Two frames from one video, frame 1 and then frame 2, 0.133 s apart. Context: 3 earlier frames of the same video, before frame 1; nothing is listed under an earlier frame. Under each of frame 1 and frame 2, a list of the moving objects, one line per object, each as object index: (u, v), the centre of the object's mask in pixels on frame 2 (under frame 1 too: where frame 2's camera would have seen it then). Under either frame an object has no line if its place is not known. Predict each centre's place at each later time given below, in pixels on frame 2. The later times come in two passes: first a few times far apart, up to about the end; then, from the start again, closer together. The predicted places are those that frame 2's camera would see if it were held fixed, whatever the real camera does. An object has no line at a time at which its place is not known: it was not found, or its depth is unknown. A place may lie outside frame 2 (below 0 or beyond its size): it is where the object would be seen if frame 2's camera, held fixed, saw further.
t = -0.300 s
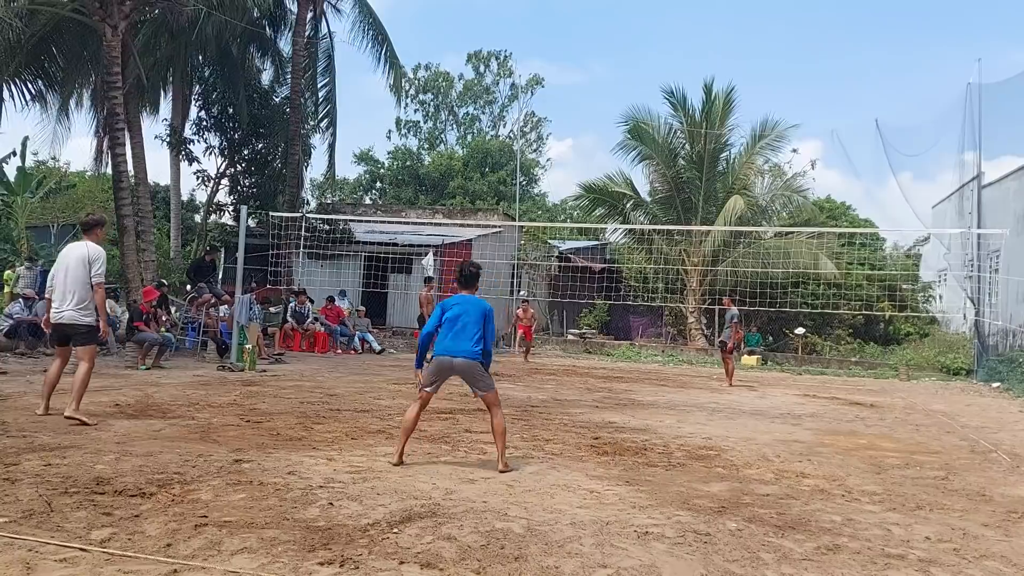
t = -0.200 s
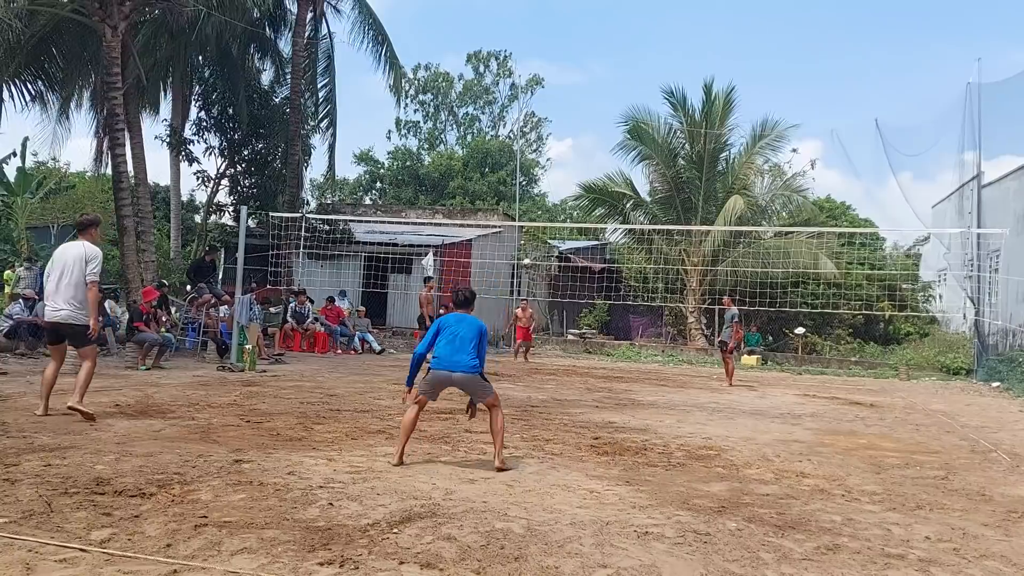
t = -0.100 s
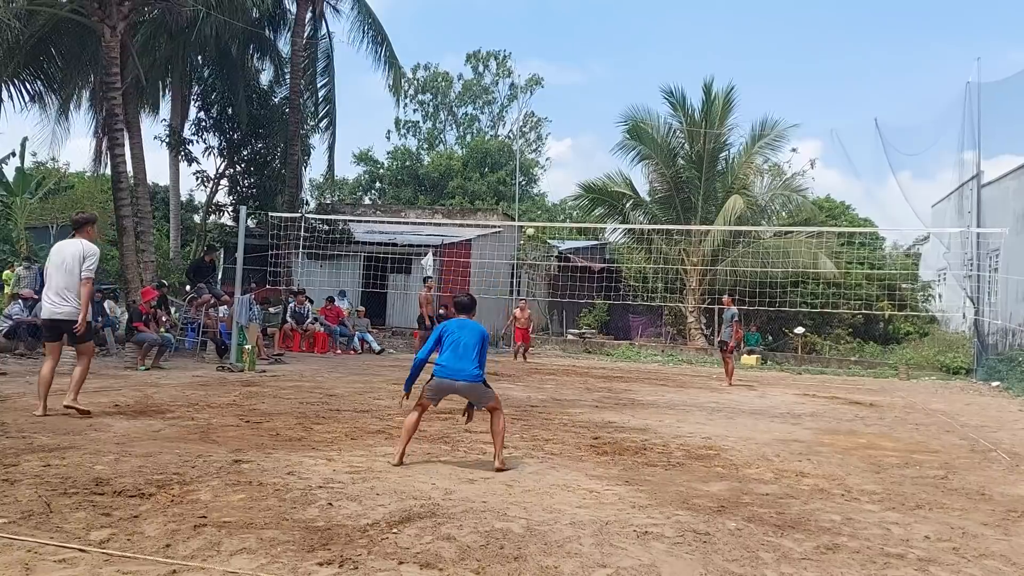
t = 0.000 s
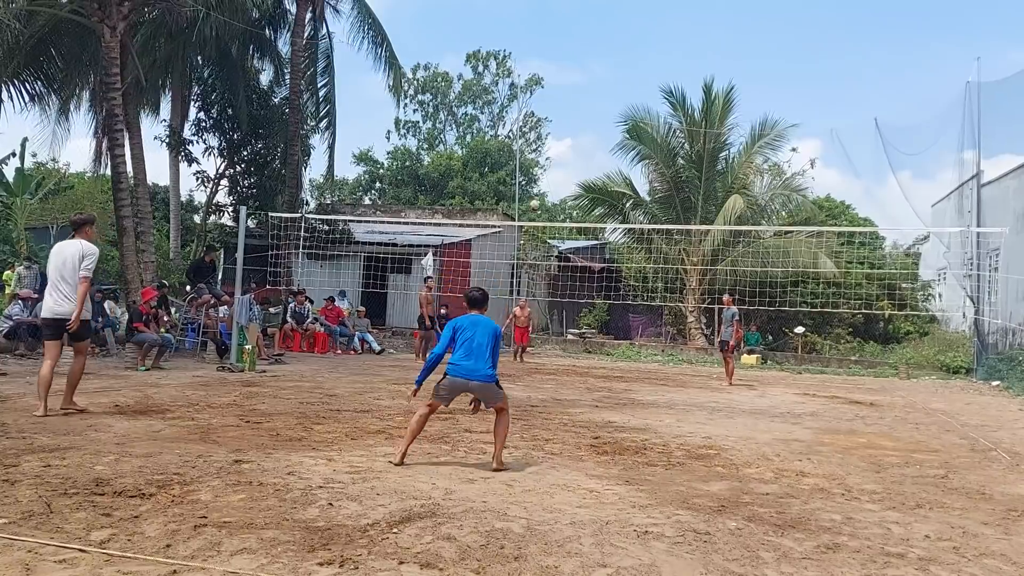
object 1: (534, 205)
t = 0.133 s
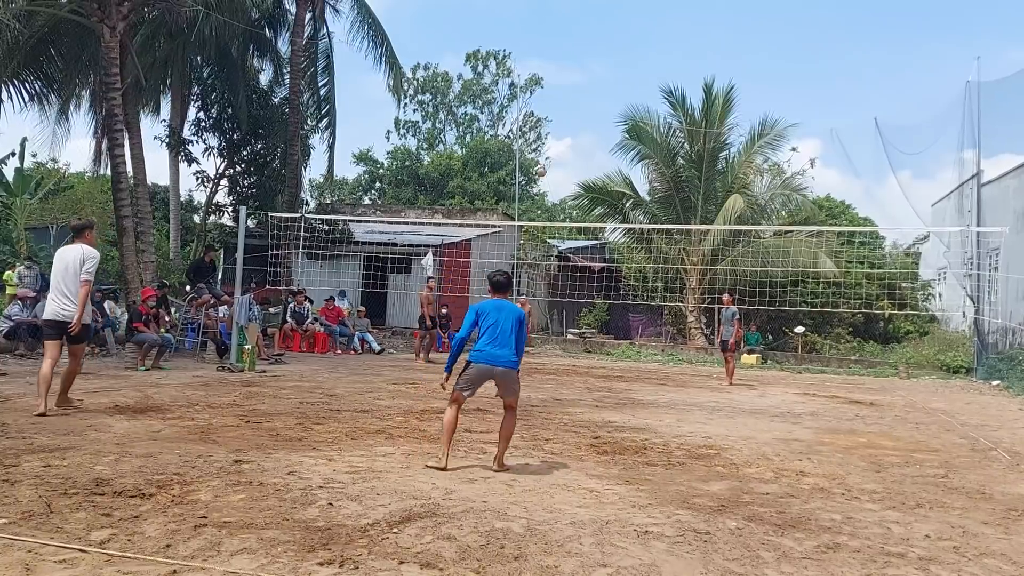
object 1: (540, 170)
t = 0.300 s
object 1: (549, 135)
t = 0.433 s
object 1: (556, 113)
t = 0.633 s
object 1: (567, 99)
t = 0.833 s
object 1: (581, 126)
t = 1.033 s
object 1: (601, 219)
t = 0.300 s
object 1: (549, 135)
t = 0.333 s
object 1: (550, 128)
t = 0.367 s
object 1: (552, 123)
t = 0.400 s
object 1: (554, 117)
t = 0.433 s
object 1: (556, 113)
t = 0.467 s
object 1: (558, 109)
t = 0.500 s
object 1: (560, 105)
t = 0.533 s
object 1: (561, 101)
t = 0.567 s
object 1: (563, 99)
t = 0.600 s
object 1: (565, 99)
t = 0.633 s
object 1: (567, 99)
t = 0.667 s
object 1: (569, 101)
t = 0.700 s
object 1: (572, 103)
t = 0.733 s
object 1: (574, 107)
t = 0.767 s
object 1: (576, 112)
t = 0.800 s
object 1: (579, 118)
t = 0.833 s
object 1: (581, 126)
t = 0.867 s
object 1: (584, 136)
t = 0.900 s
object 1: (587, 148)
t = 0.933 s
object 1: (590, 162)
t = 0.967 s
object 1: (594, 178)
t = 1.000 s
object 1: (597, 197)
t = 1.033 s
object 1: (601, 219)
